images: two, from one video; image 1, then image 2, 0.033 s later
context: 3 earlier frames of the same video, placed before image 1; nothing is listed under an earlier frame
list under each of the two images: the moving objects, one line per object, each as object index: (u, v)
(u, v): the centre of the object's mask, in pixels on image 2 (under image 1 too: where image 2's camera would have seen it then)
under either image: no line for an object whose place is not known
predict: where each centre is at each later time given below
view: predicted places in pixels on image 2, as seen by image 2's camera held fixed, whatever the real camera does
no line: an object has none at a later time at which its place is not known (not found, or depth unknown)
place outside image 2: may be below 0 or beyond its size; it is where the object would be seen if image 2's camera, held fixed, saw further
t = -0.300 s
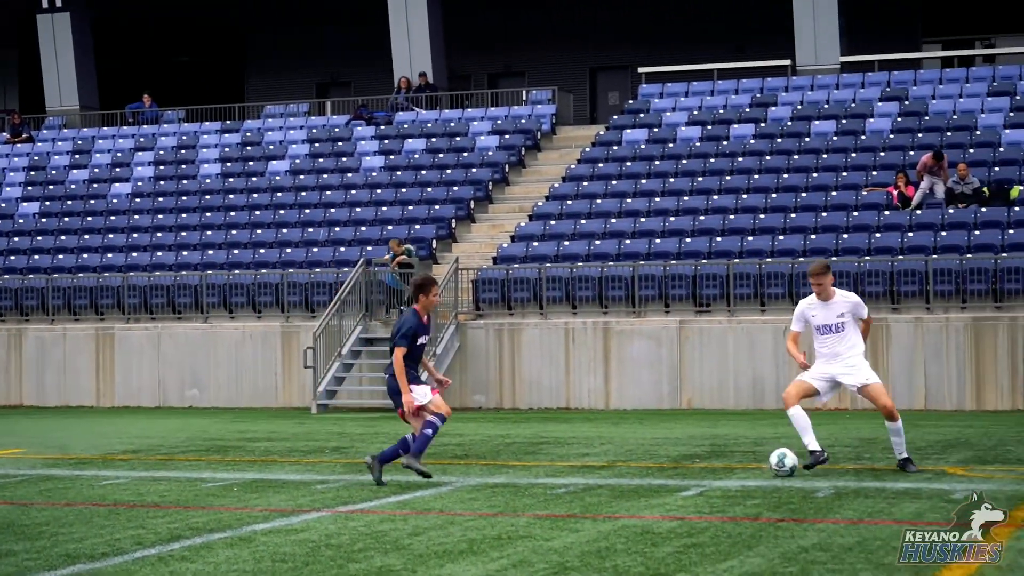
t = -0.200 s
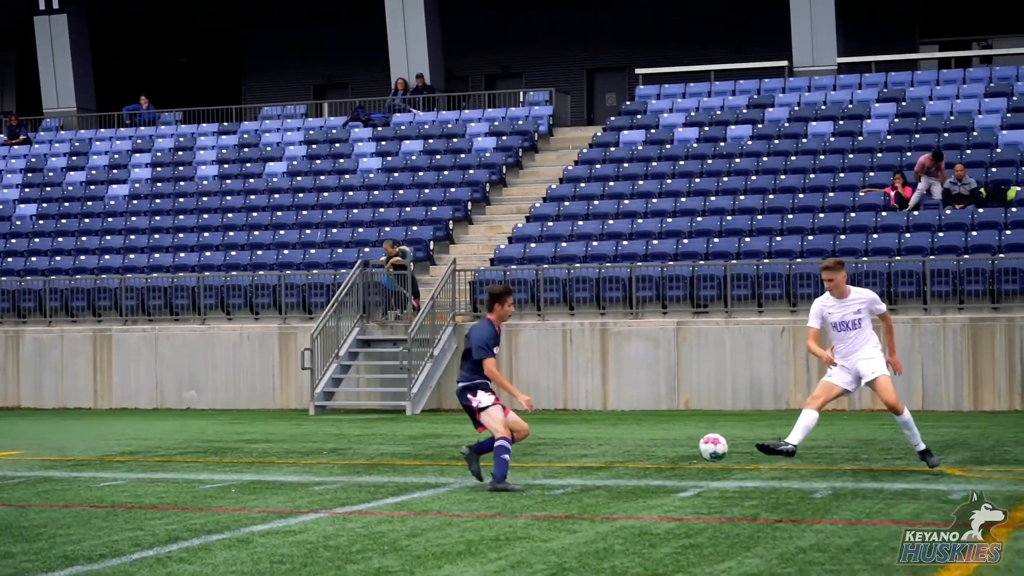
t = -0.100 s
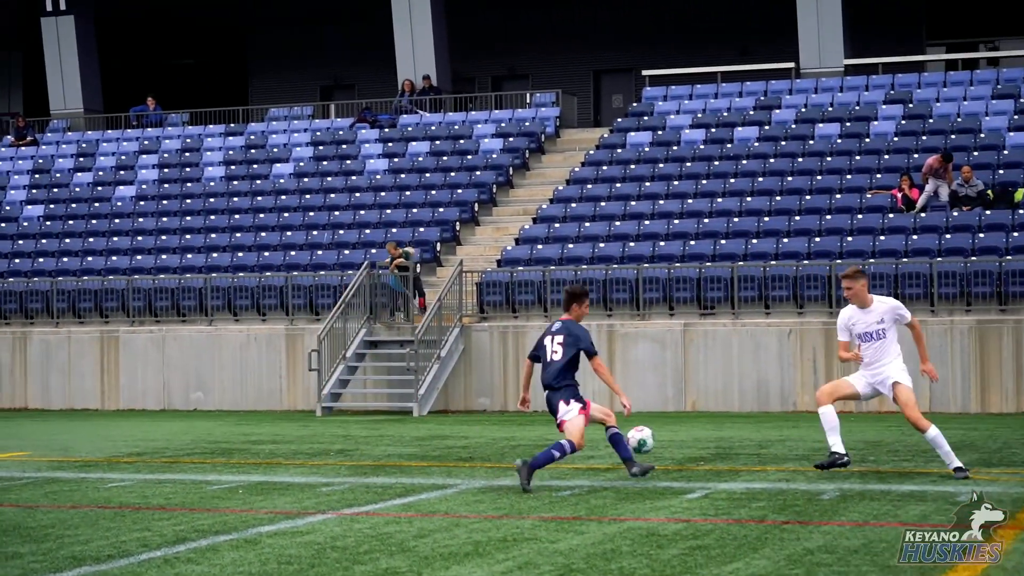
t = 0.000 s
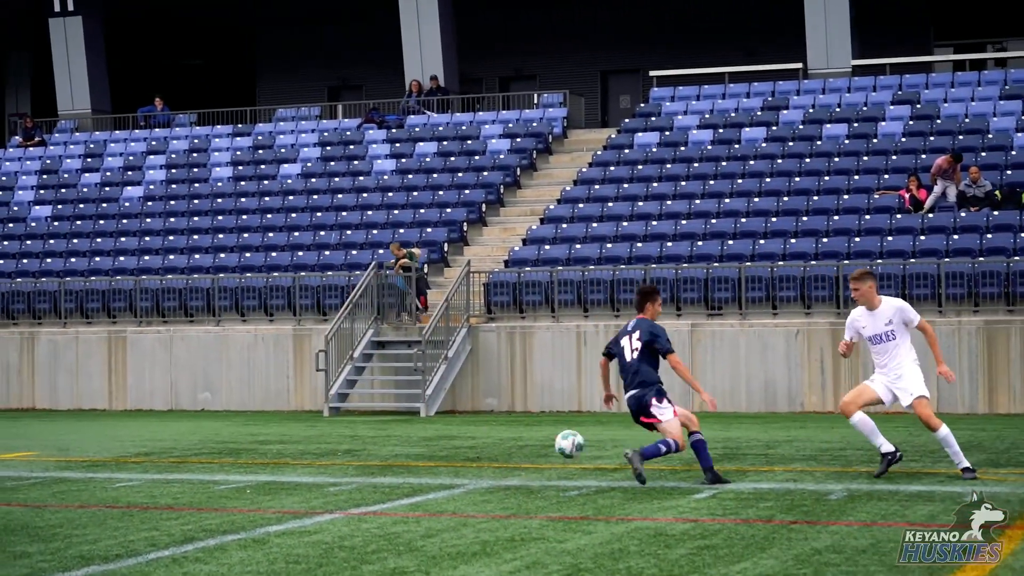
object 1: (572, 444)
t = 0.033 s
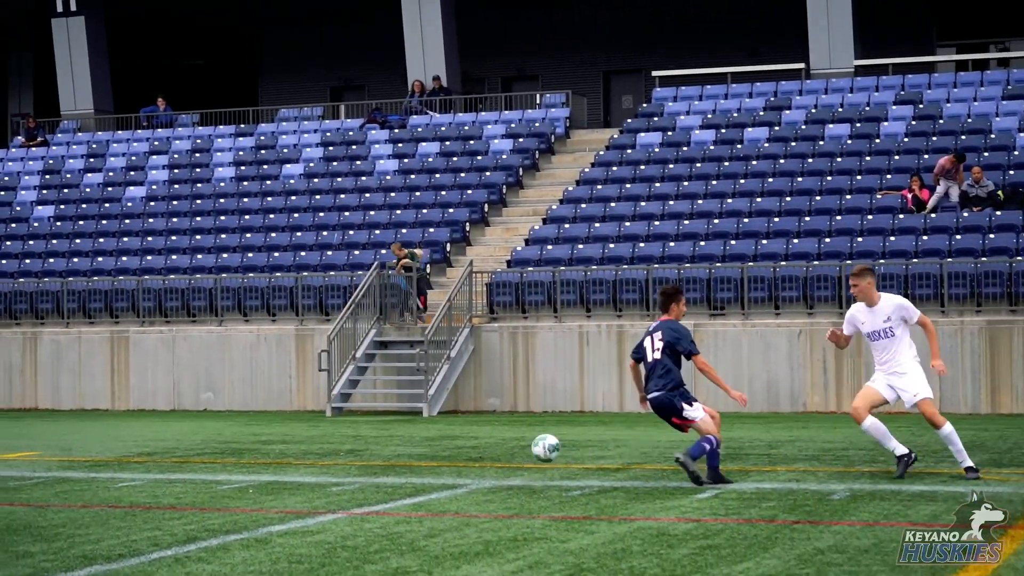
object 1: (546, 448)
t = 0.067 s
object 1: (521, 453)
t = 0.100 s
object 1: (495, 460)
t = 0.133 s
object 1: (471, 467)
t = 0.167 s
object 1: (454, 461)
